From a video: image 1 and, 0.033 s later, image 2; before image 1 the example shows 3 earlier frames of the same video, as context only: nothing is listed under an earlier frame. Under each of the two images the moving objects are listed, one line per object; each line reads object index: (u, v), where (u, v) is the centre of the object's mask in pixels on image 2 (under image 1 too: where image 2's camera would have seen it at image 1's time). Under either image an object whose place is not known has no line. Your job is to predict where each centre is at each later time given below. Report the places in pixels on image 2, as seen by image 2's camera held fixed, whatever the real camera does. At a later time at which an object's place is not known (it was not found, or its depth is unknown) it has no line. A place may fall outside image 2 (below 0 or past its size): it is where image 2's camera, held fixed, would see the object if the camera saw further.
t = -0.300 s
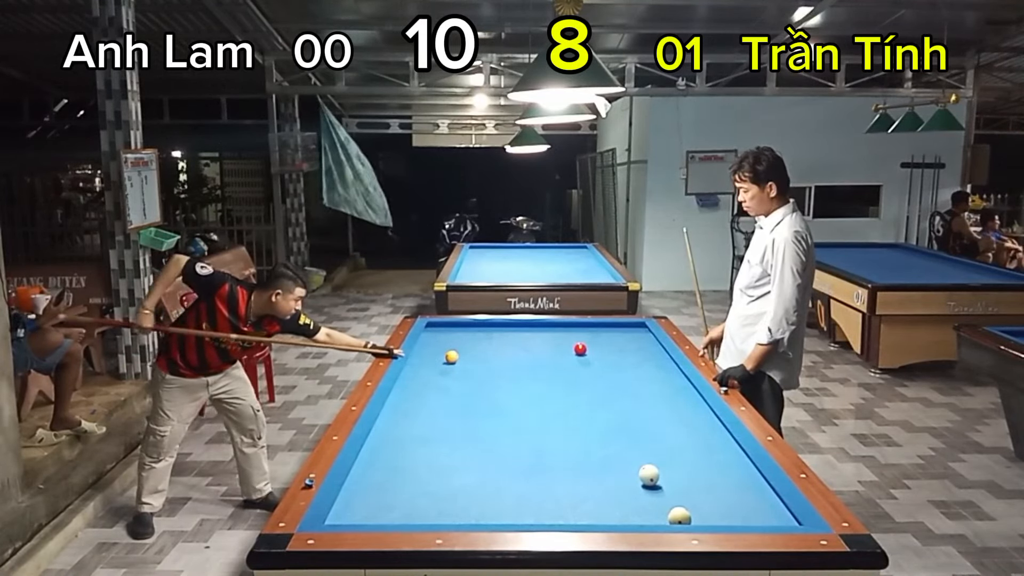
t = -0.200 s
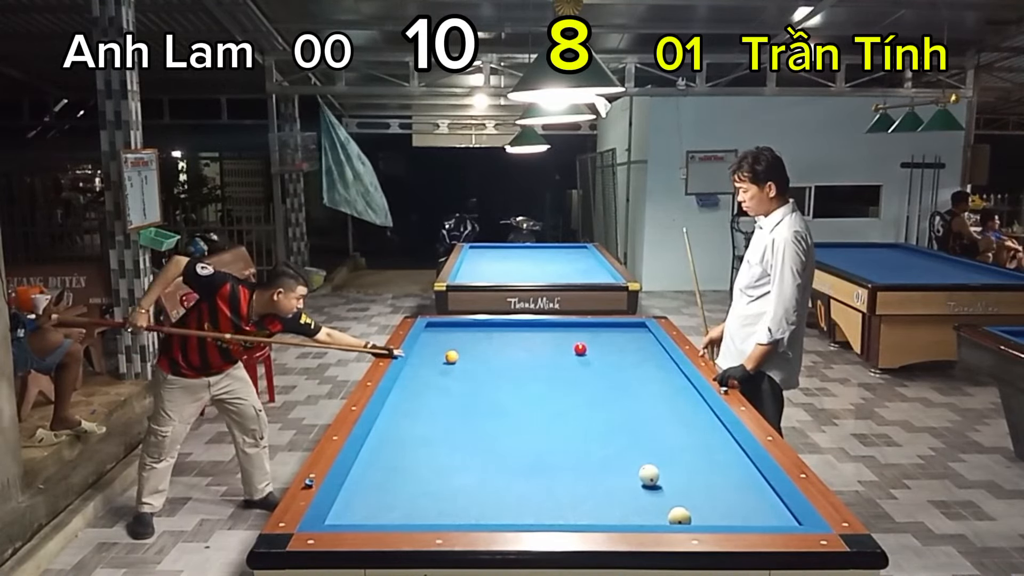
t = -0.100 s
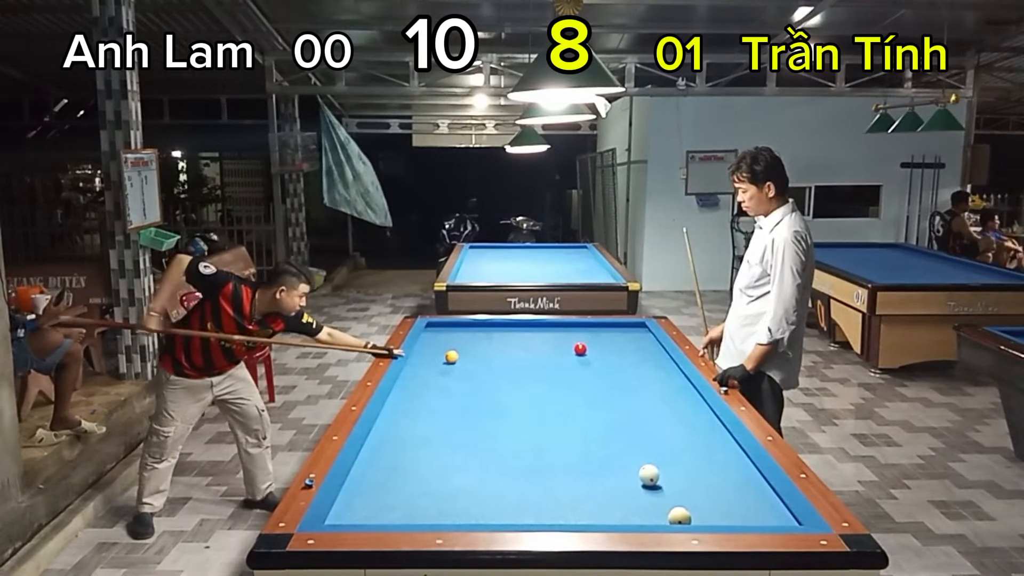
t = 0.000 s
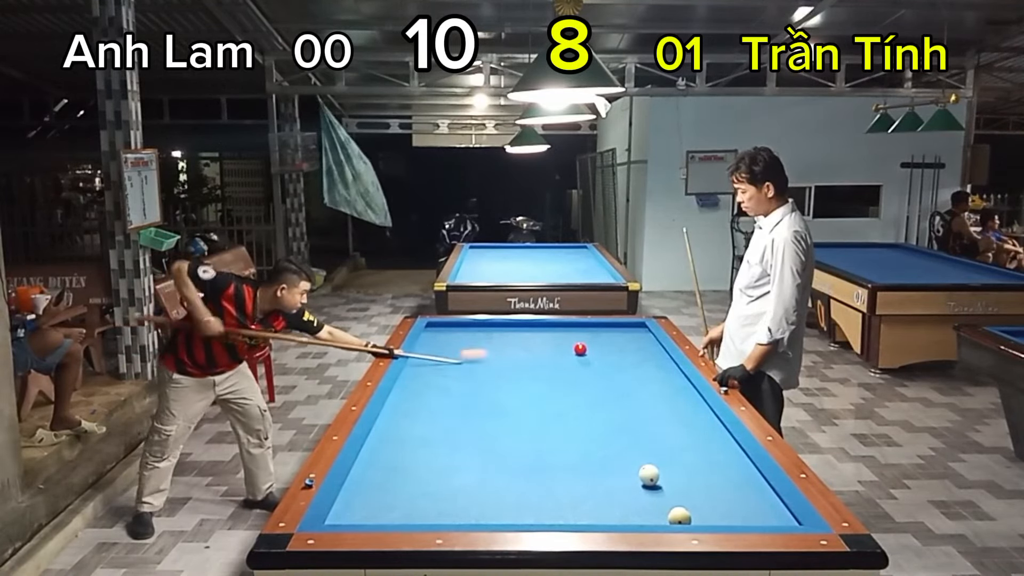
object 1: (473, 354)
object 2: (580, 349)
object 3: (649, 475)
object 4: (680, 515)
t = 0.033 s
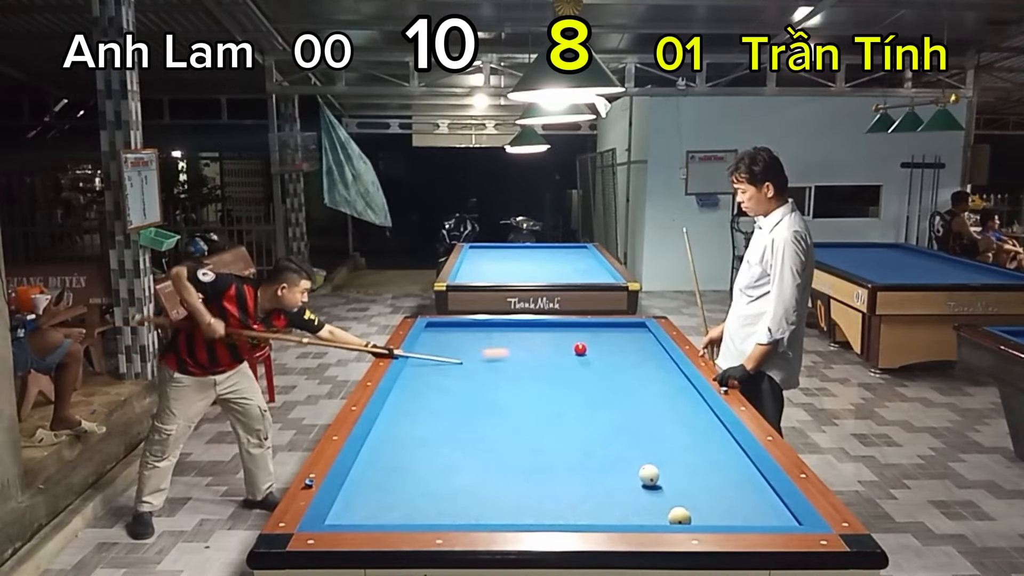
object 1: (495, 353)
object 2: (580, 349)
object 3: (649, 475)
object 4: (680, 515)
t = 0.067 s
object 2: (580, 349)
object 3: (649, 475)
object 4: (680, 515)
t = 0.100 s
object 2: (580, 349)
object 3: (649, 475)
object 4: (679, 515)
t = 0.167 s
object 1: (572, 351)
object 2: (583, 347)
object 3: (649, 475)
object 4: (679, 515)
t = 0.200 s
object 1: (580, 353)
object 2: (592, 345)
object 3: (649, 475)
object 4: (679, 515)
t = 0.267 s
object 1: (594, 356)
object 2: (611, 340)
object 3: (649, 475)
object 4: (679, 515)
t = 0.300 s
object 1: (600, 358)
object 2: (620, 338)
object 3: (649, 475)
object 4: (679, 515)
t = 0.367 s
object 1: (611, 362)
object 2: (636, 334)
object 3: (649, 475)
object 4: (679, 515)
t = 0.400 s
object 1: (617, 364)
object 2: (644, 333)
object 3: (649, 475)
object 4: (679, 515)
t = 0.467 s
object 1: (627, 367)
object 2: (636, 329)
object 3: (649, 475)
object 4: (679, 515)
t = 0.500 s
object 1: (632, 369)
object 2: (630, 328)
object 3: (649, 475)
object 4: (679, 515)
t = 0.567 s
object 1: (644, 373)
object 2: (618, 326)
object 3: (649, 475)
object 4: (679, 515)
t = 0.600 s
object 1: (649, 375)
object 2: (613, 325)
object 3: (649, 475)
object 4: (679, 515)
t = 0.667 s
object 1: (661, 378)
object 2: (603, 324)
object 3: (649, 475)
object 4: (679, 515)
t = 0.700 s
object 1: (667, 380)
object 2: (599, 325)
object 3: (649, 475)
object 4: (679, 515)
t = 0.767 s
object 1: (679, 384)
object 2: (590, 326)
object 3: (649, 475)
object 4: (679, 515)
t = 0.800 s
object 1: (686, 386)
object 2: (586, 326)
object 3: (649, 475)
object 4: (679, 515)
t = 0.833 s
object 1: (688, 389)
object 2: (581, 327)
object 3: (649, 475)
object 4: (679, 515)
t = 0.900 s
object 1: (685, 394)
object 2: (573, 328)
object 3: (649, 475)
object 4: (679, 515)
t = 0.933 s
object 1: (684, 396)
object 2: (568, 329)
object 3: (649, 475)
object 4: (679, 515)
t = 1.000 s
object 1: (683, 402)
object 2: (559, 330)
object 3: (649, 475)
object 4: (679, 515)
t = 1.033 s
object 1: (682, 405)
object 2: (555, 331)
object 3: (649, 475)
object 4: (679, 515)
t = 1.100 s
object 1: (680, 410)
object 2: (545, 332)
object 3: (649, 475)
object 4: (679, 515)
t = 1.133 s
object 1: (679, 413)
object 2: (541, 333)
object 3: (649, 475)
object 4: (679, 515)
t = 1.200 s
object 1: (678, 419)
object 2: (532, 334)
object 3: (649, 475)
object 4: (679, 515)
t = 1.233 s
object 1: (677, 423)
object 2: (527, 335)
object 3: (649, 475)
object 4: (679, 515)
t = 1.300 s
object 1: (675, 429)
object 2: (518, 336)
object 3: (649, 475)
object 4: (679, 515)
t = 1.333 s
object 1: (674, 432)
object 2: (513, 337)
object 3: (649, 475)
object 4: (679, 515)
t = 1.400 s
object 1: (672, 440)
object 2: (503, 338)
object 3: (649, 475)
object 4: (679, 515)
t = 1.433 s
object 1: (671, 443)
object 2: (498, 339)
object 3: (649, 475)
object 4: (679, 515)
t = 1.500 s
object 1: (669, 451)
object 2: (489, 340)
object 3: (649, 475)
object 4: (679, 515)
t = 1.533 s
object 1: (668, 455)
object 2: (484, 341)
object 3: (649, 475)
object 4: (679, 515)
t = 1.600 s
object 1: (665, 463)
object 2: (474, 342)
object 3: (649, 475)
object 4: (679, 515)
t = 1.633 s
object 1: (665, 467)
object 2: (469, 343)
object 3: (649, 475)
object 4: (679, 515)
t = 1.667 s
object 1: (664, 471)
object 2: (464, 344)
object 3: (648, 475)
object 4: (679, 515)
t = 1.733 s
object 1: (671, 475)
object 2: (454, 346)
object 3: (637, 479)
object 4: (679, 515)
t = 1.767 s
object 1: (675, 478)
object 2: (449, 346)
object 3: (632, 481)
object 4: (679, 515)
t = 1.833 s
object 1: (681, 483)
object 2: (439, 348)
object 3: (624, 484)
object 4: (679, 515)
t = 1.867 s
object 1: (684, 486)
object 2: (433, 349)
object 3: (620, 486)
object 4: (679, 515)
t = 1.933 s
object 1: (691, 493)
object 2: (423, 350)
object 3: (611, 490)
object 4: (679, 515)
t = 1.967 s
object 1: (695, 495)
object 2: (418, 351)
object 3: (606, 492)
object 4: (679, 515)
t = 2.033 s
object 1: (702, 502)
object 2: (422, 352)
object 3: (597, 495)
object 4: (679, 515)
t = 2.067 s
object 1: (705, 504)
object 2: (425, 353)
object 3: (593, 497)
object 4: (679, 515)
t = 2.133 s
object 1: (713, 510)
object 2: (430, 355)
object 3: (583, 501)
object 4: (679, 515)
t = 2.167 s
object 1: (716, 513)
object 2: (432, 356)
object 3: (579, 503)
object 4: (679, 515)
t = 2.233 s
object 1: (724, 517)
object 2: (437, 358)
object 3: (569, 507)
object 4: (679, 515)
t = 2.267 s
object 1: (727, 518)
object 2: (440, 358)
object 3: (565, 509)
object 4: (679, 515)
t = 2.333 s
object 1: (723, 516)
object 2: (445, 360)
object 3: (555, 512)
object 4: (679, 515)
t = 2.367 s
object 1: (722, 515)
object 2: (447, 361)
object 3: (550, 513)
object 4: (679, 515)
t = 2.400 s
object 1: (720, 514)
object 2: (449, 362)
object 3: (545, 514)
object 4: (679, 515)
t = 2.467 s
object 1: (717, 512)
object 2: (454, 364)
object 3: (536, 516)
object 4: (679, 515)
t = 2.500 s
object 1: (716, 511)
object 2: (457, 365)
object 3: (530, 516)
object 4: (679, 515)
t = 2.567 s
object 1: (713, 509)
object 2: (462, 367)
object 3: (524, 515)
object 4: (679, 515)
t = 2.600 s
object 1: (711, 507)
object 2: (465, 368)
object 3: (521, 515)
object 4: (679, 515)
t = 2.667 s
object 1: (709, 505)
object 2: (470, 369)
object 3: (514, 513)
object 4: (679, 515)
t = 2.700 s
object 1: (707, 503)
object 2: (472, 370)
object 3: (511, 513)
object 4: (679, 515)
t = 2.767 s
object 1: (704, 500)
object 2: (478, 372)
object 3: (505, 512)
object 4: (679, 515)
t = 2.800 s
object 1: (703, 499)
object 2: (480, 373)
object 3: (502, 511)
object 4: (679, 515)
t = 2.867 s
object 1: (700, 496)
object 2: (486, 375)
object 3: (496, 509)
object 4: (679, 515)
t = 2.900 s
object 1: (699, 495)
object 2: (488, 376)
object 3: (492, 508)
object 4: (679, 515)
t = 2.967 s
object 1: (696, 493)
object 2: (494, 378)
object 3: (486, 506)
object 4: (679, 515)
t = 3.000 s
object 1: (694, 491)
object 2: (497, 379)
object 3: (483, 505)
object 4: (679, 515)
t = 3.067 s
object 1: (692, 489)
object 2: (502, 381)
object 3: (478, 504)
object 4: (679, 515)
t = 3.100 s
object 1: (691, 487)
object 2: (505, 382)
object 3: (475, 503)
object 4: (679, 515)
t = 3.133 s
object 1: (690, 486)
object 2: (508, 384)
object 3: (472, 502)
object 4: (679, 515)
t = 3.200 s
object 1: (687, 484)
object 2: (514, 386)
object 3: (466, 500)
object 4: (679, 515)
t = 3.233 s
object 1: (686, 483)
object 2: (517, 387)
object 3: (463, 499)
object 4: (679, 515)
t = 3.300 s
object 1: (683, 481)
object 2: (522, 389)
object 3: (458, 497)
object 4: (679, 515)
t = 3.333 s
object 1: (682, 480)
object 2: (525, 390)
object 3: (455, 497)
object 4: (679, 515)
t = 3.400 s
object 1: (680, 478)
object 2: (531, 392)
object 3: (450, 495)
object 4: (679, 515)
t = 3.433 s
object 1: (678, 477)
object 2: (534, 393)
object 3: (447, 494)
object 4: (679, 515)
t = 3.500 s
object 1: (676, 475)
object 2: (540, 395)
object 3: (442, 493)
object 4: (679, 515)
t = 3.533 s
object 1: (675, 473)
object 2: (543, 396)
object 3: (440, 492)
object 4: (679, 515)
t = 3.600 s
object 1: (673, 472)
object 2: (549, 399)
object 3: (434, 490)
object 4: (679, 515)
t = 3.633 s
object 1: (671, 471)
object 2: (552, 400)
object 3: (432, 489)
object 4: (679, 515)
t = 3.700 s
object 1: (670, 469)
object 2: (559, 402)
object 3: (427, 488)
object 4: (679, 515)
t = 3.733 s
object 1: (669, 468)
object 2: (562, 403)
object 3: (425, 487)
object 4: (679, 515)
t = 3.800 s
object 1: (666, 466)
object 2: (568, 406)
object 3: (419, 486)
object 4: (679, 515)
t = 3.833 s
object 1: (665, 465)
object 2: (572, 407)
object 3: (417, 485)
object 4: (679, 515)
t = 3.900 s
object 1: (663, 463)
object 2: (578, 409)
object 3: (412, 484)
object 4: (679, 515)
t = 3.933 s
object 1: (662, 462)
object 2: (582, 410)
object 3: (410, 483)
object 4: (679, 515)
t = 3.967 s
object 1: (661, 462)
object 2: (585, 412)
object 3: (408, 482)
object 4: (679, 515)
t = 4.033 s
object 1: (659, 460)
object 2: (592, 414)
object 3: (403, 481)
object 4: (679, 515)
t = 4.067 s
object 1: (658, 459)
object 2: (595, 416)
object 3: (401, 480)
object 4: (679, 515)
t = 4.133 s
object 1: (657, 457)
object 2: (602, 418)
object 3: (396, 479)
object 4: (679, 515)
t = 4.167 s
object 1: (655, 457)
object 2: (605, 419)
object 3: (394, 479)
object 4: (679, 515)
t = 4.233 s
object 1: (654, 455)
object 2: (612, 422)
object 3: (390, 477)
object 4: (679, 515)
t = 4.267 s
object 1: (653, 454)
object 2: (616, 423)
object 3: (387, 477)
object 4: (679, 515)
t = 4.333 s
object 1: (651, 453)
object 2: (623, 426)
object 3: (383, 475)
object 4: (679, 515)
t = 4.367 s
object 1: (650, 452)
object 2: (627, 427)
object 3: (381, 475)
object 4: (679, 515)
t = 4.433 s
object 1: (649, 451)
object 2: (634, 430)
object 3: (377, 474)
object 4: (679, 515)
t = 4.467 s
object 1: (648, 450)
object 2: (638, 431)
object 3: (375, 473)
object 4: (679, 515)
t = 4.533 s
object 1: (646, 448)
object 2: (645, 432)
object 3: (371, 472)
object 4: (679, 515)
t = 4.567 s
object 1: (645, 448)
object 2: (649, 433)
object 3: (369, 472)
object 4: (679, 515)
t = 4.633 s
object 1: (644, 446)
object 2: (657, 438)
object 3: (365, 470)
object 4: (679, 515)
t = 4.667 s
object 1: (643, 446)
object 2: (661, 439)
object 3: (363, 470)
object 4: (679, 515)
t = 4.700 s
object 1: (642, 445)
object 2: (664, 441)
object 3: (362, 469)
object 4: (679, 515)
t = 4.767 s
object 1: (641, 443)
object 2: (673, 444)
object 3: (364, 468)
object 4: (679, 515)
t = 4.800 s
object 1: (640, 443)
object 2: (676, 445)
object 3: (366, 468)
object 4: (679, 515)
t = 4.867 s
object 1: (639, 442)
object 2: (685, 448)
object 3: (369, 467)
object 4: (679, 515)
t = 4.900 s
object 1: (638, 441)
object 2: (689, 450)
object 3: (370, 467)
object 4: (679, 515)
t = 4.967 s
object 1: (637, 440)
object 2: (697, 453)
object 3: (373, 466)
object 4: (679, 515)
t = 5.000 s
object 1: (636, 439)
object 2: (701, 454)
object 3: (374, 466)
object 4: (679, 515)
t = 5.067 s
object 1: (635, 438)
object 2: (709, 458)
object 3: (377, 465)
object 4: (679, 515)
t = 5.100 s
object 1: (634, 438)
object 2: (714, 459)
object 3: (378, 464)
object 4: (679, 515)
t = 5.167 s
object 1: (633, 437)
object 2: (722, 462)
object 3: (381, 464)
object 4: (679, 515)
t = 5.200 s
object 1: (632, 436)
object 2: (726, 464)
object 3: (382, 463)
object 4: (679, 515)
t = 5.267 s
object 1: (631, 435)
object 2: (735, 467)
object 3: (384, 463)
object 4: (679, 515)
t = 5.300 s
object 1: (630, 434)
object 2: (740, 468)
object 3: (385, 462)
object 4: (679, 515)
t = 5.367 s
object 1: (629, 433)
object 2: (748, 472)
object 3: (388, 461)
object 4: (679, 515)
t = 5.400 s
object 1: (629, 433)
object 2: (751, 473)
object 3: (389, 461)
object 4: (679, 515)
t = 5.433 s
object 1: (628, 432)
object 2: (750, 474)
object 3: (390, 461)
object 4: (679, 515)
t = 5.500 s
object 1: (627, 432)
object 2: (748, 476)
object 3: (392, 460)
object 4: (679, 515)
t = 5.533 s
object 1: (627, 431)
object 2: (747, 477)
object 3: (393, 460)
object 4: (679, 515)
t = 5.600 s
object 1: (626, 430)
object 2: (745, 479)
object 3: (395, 459)
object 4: (679, 515)
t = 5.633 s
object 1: (625, 429)
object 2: (744, 480)
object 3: (396, 459)
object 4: (679, 515)
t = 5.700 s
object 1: (624, 429)
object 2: (742, 483)
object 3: (398, 458)
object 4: (679, 515)
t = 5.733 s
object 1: (624, 428)
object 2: (741, 484)
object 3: (399, 458)
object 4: (679, 515)
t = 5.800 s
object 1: (623, 427)
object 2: (739, 485)
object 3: (401, 457)
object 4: (679, 515)
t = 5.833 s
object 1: (622, 427)
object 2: (738, 487)
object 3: (402, 457)
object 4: (679, 515)
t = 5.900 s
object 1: (621, 426)
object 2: (736, 489)
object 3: (404, 456)
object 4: (679, 515)
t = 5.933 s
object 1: (621, 426)
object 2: (735, 490)
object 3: (405, 456)
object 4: (679, 515)
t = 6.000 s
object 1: (620, 425)
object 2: (733, 492)
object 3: (406, 456)
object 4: (679, 515)
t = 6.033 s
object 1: (619, 424)
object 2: (732, 493)
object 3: (407, 455)
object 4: (679, 515)
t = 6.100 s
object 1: (619, 424)
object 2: (730, 495)
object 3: (409, 455)
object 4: (679, 515)
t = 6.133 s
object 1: (618, 423)
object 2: (729, 496)
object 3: (410, 455)
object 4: (679, 515)
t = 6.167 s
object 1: (618, 423)
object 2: (728, 497)
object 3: (411, 454)
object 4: (679, 515)
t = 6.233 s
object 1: (618, 422)
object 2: (726, 499)
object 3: (412, 454)
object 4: (679, 515)
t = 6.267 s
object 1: (617, 422)
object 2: (725, 500)
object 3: (413, 454)
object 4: (679, 515)
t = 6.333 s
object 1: (617, 421)
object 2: (723, 502)
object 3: (414, 453)
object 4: (679, 515)
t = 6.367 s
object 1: (616, 421)
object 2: (722, 503)
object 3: (415, 453)
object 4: (679, 515)
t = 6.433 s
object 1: (616, 420)
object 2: (721, 505)
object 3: (416, 453)
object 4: (679, 515)
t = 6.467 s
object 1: (616, 420)
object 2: (720, 507)
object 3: (417, 452)
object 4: (679, 515)
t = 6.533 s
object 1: (615, 419)
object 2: (718, 509)
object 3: (418, 452)
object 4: (679, 515)
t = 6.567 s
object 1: (615, 419)
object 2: (717, 510)
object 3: (419, 452)
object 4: (679, 515)
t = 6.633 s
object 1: (615, 419)
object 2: (715, 511)
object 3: (420, 451)
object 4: (679, 515)
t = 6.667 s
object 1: (615, 418)
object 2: (714, 512)
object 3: (421, 451)
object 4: (679, 515)
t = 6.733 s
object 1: (614, 418)
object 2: (712, 514)
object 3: (422, 451)
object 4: (679, 515)
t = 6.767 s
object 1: (614, 417)
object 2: (711, 514)
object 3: (422, 451)
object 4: (679, 515)
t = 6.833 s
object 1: (614, 417)
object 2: (709, 515)
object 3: (423, 450)
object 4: (679, 515)
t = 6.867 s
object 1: (613, 417)
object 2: (708, 516)
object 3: (424, 450)
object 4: (679, 515)
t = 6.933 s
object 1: (613, 416)
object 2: (706, 517)
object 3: (425, 450)
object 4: (679, 515)
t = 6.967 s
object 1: (613, 416)
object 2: (705, 518)
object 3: (425, 450)
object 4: (679, 515)
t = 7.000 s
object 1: (613, 416)
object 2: (704, 518)
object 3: (426, 450)
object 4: (679, 515)
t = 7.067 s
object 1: (613, 415)
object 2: (703, 518)
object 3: (427, 450)
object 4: (678, 515)
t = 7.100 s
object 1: (612, 415)
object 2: (703, 518)
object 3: (427, 449)
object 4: (677, 515)
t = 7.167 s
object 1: (612, 415)
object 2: (703, 517)
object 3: (428, 449)
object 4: (676, 514)
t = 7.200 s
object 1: (612, 414)
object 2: (703, 517)
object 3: (428, 449)
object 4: (675, 514)
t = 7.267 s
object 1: (612, 414)
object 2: (702, 517)
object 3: (429, 449)
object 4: (674, 514)
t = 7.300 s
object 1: (611, 414)
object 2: (703, 516)
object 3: (429, 449)
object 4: (673, 514)
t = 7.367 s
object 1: (611, 414)
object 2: (703, 516)
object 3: (429, 449)
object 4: (671, 514)
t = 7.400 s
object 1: (611, 413)
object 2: (702, 516)
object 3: (430, 449)
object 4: (671, 514)
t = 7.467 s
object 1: (611, 413)
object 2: (703, 516)
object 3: (430, 448)
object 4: (670, 514)
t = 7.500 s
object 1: (611, 413)
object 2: (703, 516)
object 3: (431, 448)
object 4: (669, 514)
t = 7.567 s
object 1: (611, 412)
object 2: (703, 515)
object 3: (431, 448)
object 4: (668, 514)
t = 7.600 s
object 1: (611, 412)
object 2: (703, 515)
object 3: (431, 448)
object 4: (667, 514)
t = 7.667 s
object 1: (611, 412)
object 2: (703, 515)
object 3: (432, 448)
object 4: (666, 514)
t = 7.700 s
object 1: (611, 412)
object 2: (703, 515)
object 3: (432, 448)
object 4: (665, 514)
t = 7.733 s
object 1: (611, 412)
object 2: (703, 515)
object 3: (432, 448)
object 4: (665, 514)
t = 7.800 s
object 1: (611, 412)
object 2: (703, 514)
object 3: (433, 447)
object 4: (664, 514)
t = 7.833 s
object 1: (611, 412)
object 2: (703, 514)
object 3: (433, 447)
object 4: (663, 514)
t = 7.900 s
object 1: (611, 411)
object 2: (703, 514)
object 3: (433, 447)
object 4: (663, 514)
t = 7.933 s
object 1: (611, 411)
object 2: (703, 514)
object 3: (433, 447)
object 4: (662, 514)
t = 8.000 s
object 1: (611, 411)
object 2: (703, 514)
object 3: (434, 447)
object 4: (661, 514)
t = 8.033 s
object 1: (611, 411)
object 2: (703, 514)
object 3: (434, 447)
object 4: (661, 514)
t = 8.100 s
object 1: (611, 411)
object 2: (704, 513)
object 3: (434, 447)
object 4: (660, 514)
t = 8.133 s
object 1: (611, 411)
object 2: (704, 513)
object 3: (434, 447)
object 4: (660, 514)
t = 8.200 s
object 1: (611, 411)
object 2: (703, 513)
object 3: (434, 447)
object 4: (659, 514)
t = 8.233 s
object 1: (611, 411)
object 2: (703, 513)
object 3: (434, 447)
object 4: (659, 514)
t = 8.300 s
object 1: (611, 410)
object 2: (704, 513)
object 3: (434, 447)
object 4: (658, 514)
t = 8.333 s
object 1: (611, 410)
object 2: (704, 513)
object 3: (434, 447)
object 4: (658, 514)
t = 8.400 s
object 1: (611, 410)
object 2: (704, 513)
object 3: (434, 447)
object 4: (658, 514)
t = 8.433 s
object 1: (611, 410)
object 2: (704, 513)
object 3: (434, 447)
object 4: (658, 514)
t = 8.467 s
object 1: (611, 410)
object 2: (704, 513)
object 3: (434, 447)
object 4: (658, 514)
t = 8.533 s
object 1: (611, 410)
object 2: (704, 513)
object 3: (434, 447)
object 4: (657, 514)
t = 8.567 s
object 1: (611, 410)
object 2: (704, 513)
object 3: (434, 447)
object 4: (657, 514)
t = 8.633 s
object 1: (611, 410)
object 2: (704, 513)
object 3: (434, 447)
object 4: (657, 514)
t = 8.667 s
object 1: (611, 410)
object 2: (704, 513)
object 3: (434, 447)
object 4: (657, 514)
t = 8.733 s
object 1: (611, 410)
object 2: (705, 513)
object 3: (434, 447)
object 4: (657, 515)
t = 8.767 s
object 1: (611, 410)
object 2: (705, 513)
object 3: (434, 447)
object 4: (657, 515)
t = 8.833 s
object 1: (611, 410)
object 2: (705, 513)
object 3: (434, 447)
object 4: (657, 514)
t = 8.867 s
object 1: (611, 410)
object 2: (705, 513)
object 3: (434, 447)
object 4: (657, 514)
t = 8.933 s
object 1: (611, 410)
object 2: (705, 513)
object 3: (434, 447)
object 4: (657, 514)
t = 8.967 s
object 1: (611, 410)
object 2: (705, 513)
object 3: (434, 447)
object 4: (657, 514)
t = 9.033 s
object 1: (611, 410)
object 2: (705, 513)
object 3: (434, 447)
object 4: (658, 514)
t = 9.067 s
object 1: (611, 410)
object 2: (705, 513)
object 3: (434, 447)
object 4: (657, 514)
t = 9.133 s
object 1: (611, 410)
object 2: (706, 513)
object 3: (434, 447)
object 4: (658, 514)
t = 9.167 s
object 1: (611, 410)
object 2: (706, 513)
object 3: (434, 447)
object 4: (657, 514)
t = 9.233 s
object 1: (611, 410)
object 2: (706, 513)
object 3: (434, 447)
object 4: (657, 515)
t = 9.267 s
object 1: (611, 410)
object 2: (706, 513)
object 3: (434, 447)
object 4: (657, 514)
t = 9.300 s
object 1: (611, 410)
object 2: (706, 513)
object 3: (434, 447)
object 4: (657, 514)
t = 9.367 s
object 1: (611, 410)
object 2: (706, 513)
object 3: (434, 447)
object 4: (657, 514)
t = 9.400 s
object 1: (611, 410)
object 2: (706, 513)
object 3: (434, 447)
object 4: (657, 514)
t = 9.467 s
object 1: (611, 410)
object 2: (706, 513)
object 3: (434, 447)
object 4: (657, 514)
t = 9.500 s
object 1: (611, 410)
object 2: (706, 513)
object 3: (434, 447)
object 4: (657, 514)
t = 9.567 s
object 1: (611, 410)
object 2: (706, 513)
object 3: (434, 447)
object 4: (657, 515)
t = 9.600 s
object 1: (611, 410)
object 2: (706, 513)
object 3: (434, 447)
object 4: (657, 515)
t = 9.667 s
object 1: (611, 410)
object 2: (706, 513)
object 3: (434, 447)
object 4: (657, 515)
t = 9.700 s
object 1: (611, 410)
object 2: (706, 513)
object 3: (434, 447)
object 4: (657, 515)
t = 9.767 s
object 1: (611, 410)
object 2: (706, 513)
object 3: (434, 447)
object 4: (658, 514)
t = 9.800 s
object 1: (611, 410)
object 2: (706, 513)
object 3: (434, 447)
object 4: (658, 514)
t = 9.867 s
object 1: (611, 410)
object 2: (706, 513)
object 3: (434, 447)
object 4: (658, 514)
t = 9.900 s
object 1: (611, 410)
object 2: (706, 513)
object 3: (434, 447)
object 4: (657, 515)
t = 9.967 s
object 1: (611, 410)
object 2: (706, 513)
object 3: (434, 447)
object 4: (657, 514)
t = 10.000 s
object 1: (611, 410)
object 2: (706, 513)
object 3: (434, 447)
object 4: (657, 514)
